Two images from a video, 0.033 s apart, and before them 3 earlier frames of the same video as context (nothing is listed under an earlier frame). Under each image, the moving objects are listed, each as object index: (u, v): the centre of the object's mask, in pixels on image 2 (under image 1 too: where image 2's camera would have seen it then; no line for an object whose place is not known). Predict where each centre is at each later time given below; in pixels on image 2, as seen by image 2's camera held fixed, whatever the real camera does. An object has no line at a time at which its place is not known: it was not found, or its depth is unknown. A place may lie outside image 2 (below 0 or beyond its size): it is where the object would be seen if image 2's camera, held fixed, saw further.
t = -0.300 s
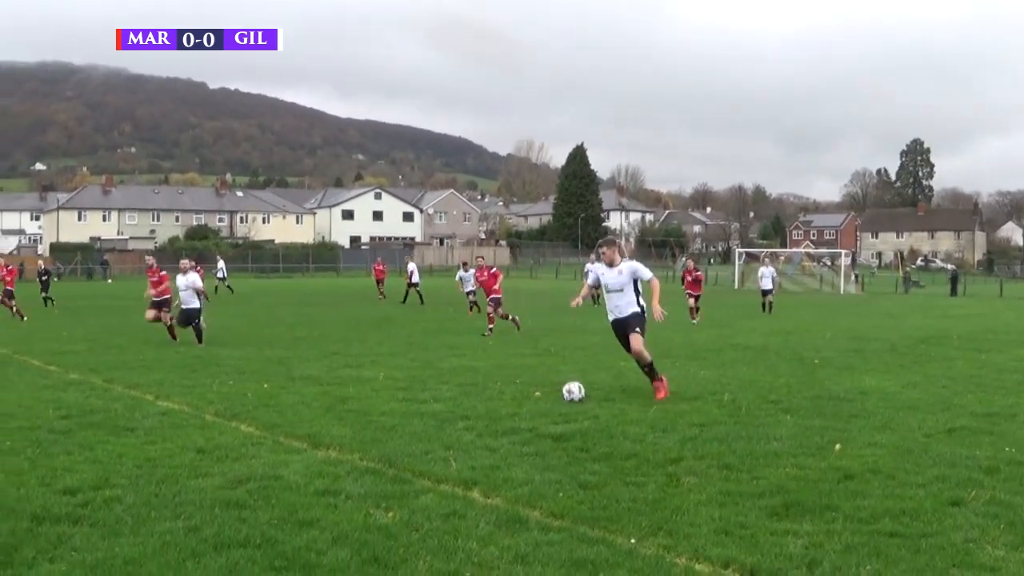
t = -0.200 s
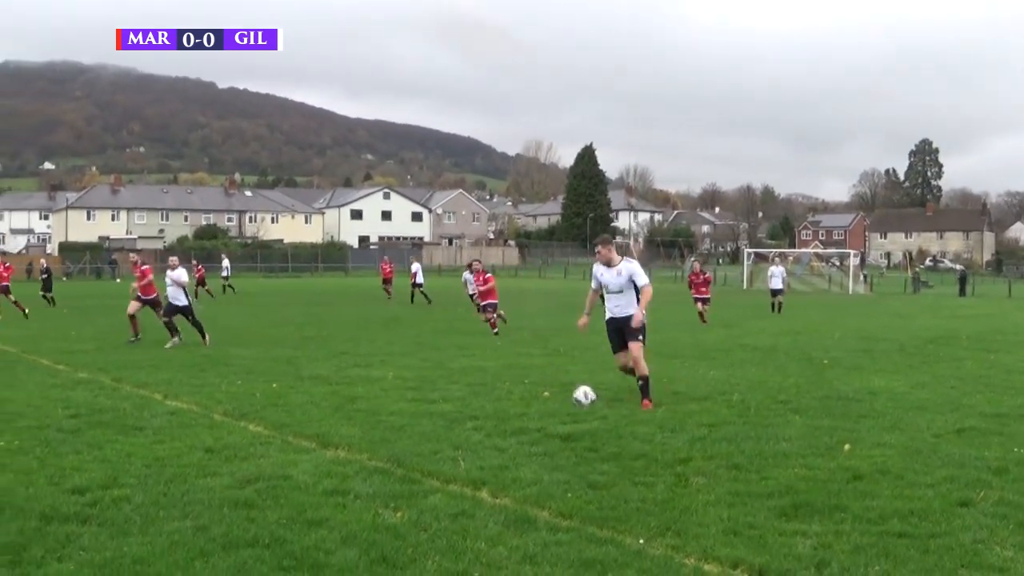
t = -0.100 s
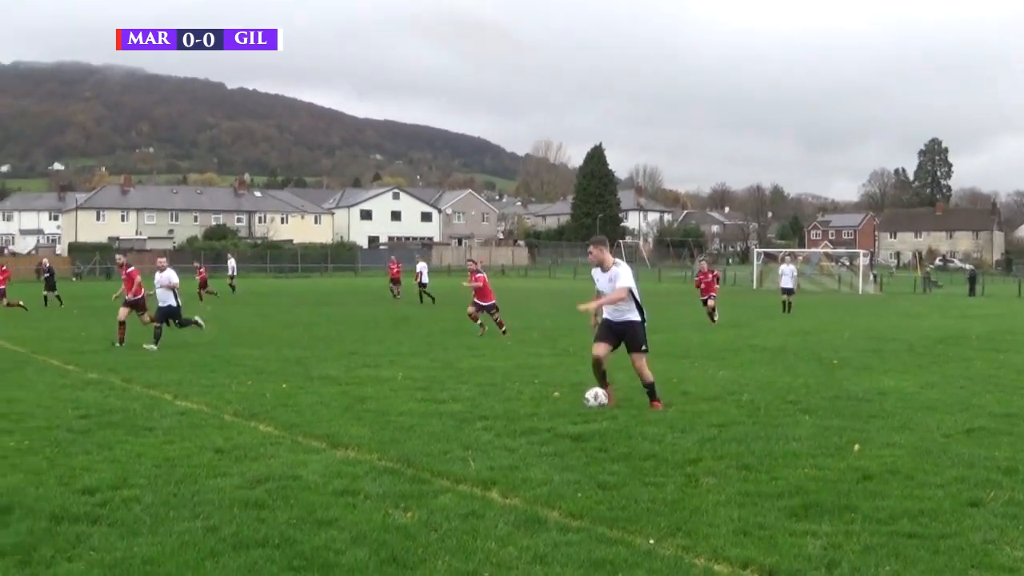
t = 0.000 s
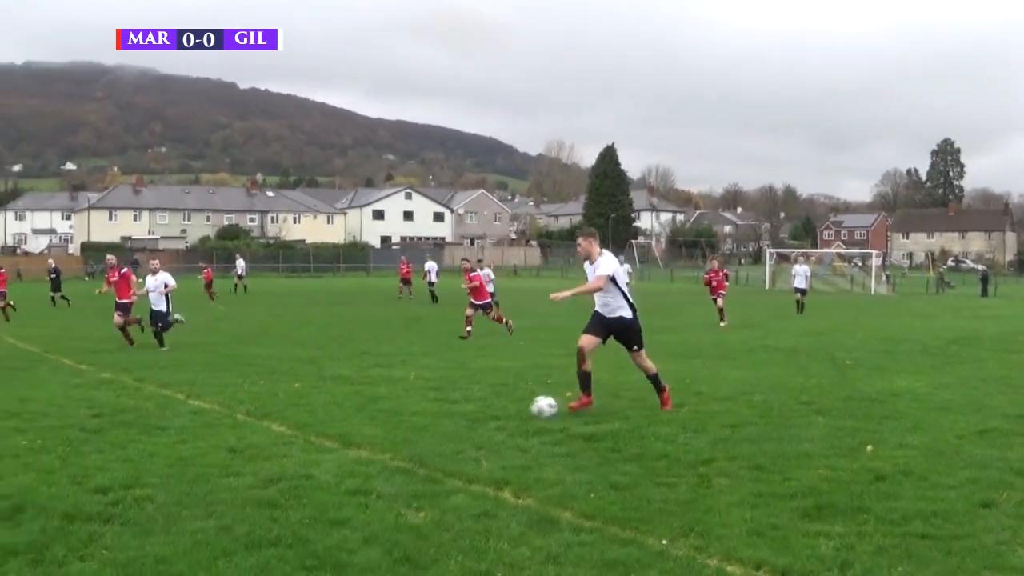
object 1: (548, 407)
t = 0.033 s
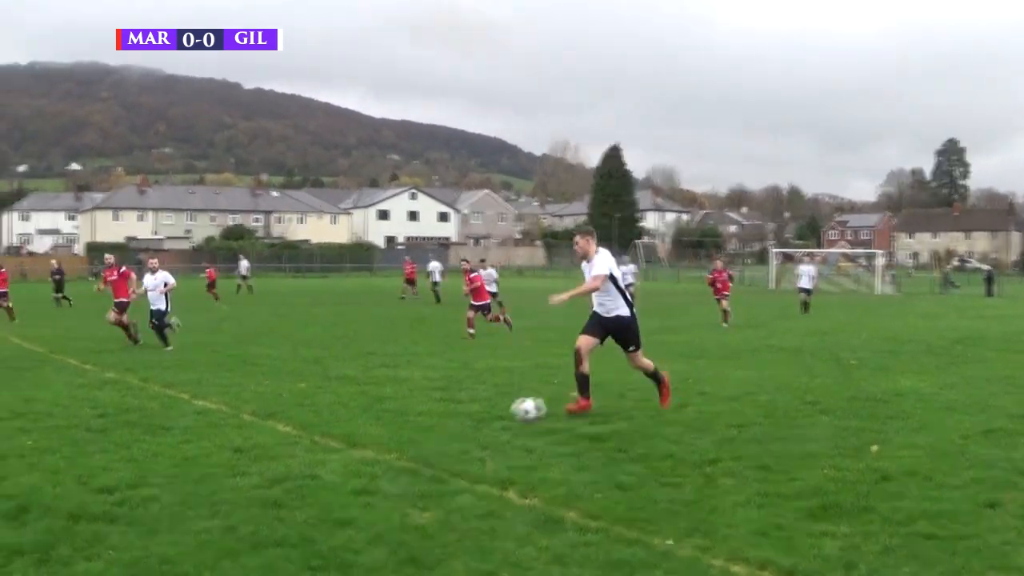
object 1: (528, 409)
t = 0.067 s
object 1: (508, 411)
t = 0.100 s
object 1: (482, 415)
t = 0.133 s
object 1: (460, 417)
